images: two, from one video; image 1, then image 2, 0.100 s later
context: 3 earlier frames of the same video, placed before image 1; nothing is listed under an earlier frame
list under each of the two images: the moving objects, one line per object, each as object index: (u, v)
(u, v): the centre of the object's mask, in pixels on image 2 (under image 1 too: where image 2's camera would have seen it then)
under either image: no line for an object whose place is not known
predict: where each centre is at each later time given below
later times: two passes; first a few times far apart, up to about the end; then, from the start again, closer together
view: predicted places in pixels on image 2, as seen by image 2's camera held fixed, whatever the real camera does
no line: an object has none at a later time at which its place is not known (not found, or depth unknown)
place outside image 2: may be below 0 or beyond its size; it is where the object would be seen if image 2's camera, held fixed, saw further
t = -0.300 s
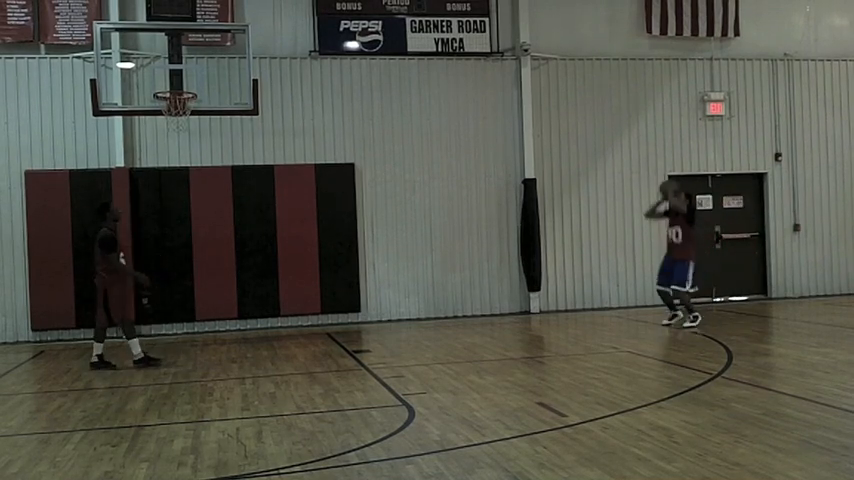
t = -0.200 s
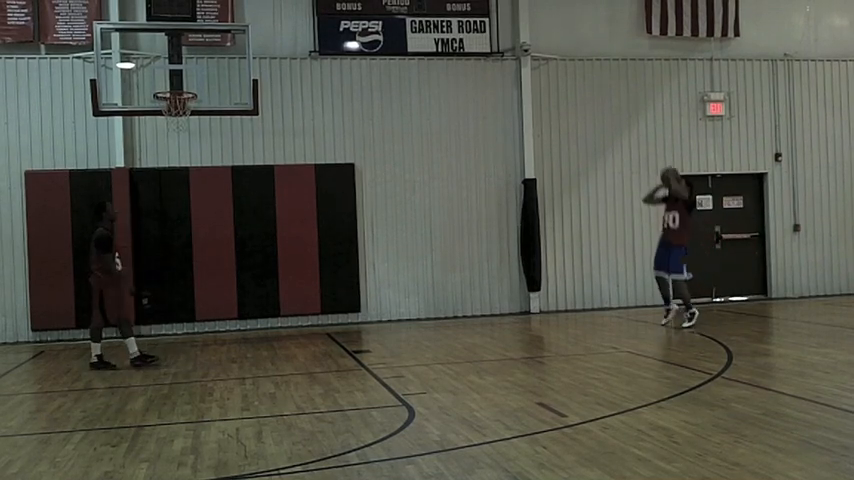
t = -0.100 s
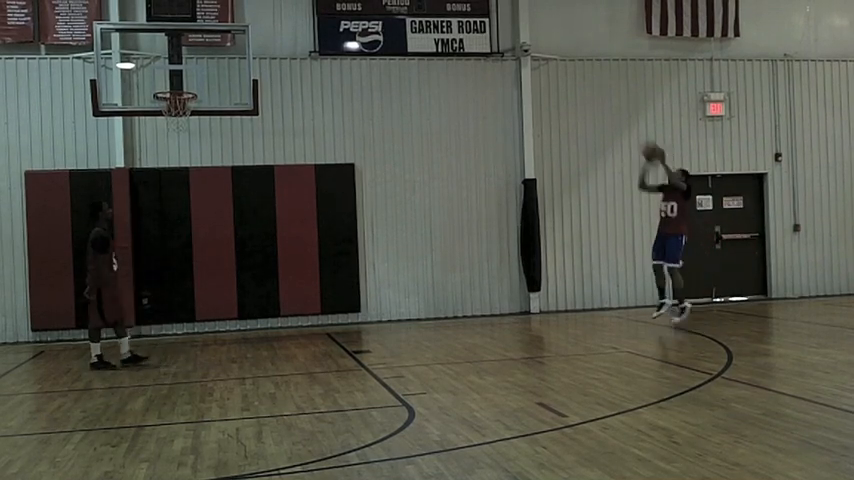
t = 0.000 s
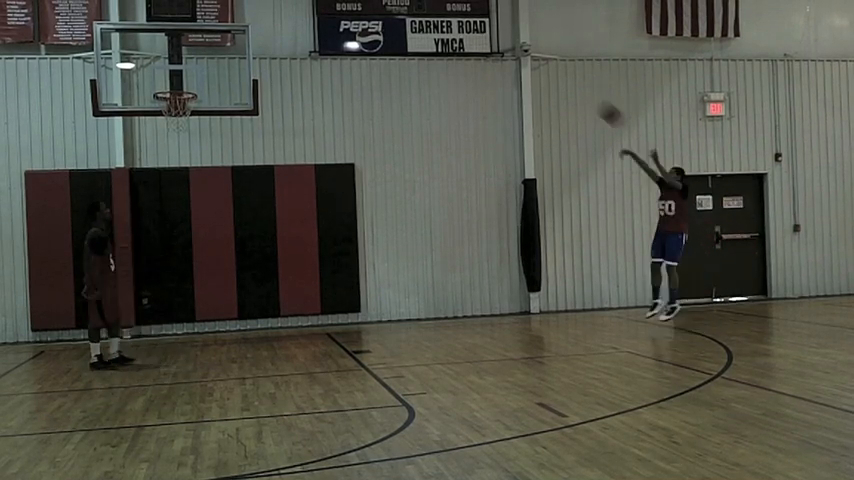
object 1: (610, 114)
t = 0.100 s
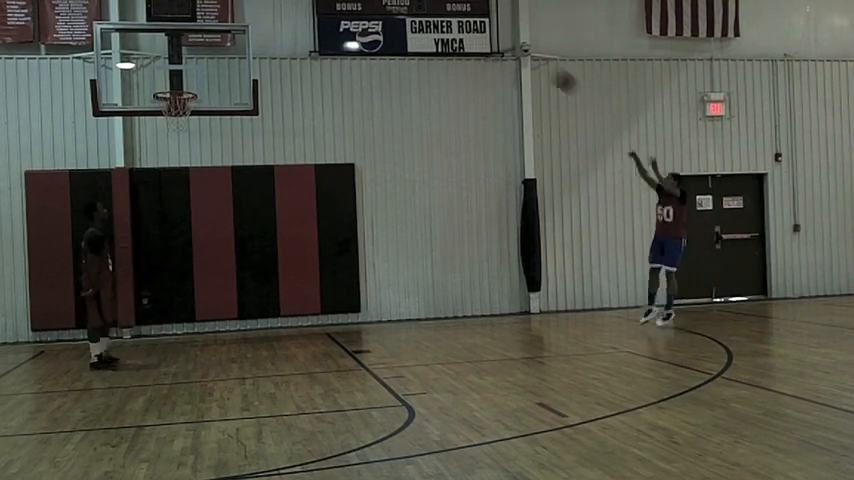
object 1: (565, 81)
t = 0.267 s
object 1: (486, 42)
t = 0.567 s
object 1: (346, 23)
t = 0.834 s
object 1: (220, 70)
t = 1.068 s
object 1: (128, 89)
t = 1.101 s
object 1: (119, 91)
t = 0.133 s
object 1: (549, 72)
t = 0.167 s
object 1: (535, 63)
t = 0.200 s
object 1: (519, 55)
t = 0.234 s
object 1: (505, 49)
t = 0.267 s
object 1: (486, 42)
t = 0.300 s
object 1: (472, 38)
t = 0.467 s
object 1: (392, 21)
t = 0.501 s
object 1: (378, 20)
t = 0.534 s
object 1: (363, 23)
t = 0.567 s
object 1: (346, 23)
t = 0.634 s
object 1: (317, 29)
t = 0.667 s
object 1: (298, 34)
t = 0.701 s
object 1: (285, 39)
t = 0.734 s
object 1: (269, 45)
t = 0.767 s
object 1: (252, 52)
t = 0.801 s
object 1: (237, 61)
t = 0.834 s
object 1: (220, 70)
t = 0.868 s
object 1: (205, 78)
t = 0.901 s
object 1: (189, 87)
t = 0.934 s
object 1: (180, 84)
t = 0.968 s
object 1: (158, 83)
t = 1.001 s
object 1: (149, 84)
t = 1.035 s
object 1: (138, 86)
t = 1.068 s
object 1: (128, 89)
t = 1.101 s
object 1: (119, 91)
